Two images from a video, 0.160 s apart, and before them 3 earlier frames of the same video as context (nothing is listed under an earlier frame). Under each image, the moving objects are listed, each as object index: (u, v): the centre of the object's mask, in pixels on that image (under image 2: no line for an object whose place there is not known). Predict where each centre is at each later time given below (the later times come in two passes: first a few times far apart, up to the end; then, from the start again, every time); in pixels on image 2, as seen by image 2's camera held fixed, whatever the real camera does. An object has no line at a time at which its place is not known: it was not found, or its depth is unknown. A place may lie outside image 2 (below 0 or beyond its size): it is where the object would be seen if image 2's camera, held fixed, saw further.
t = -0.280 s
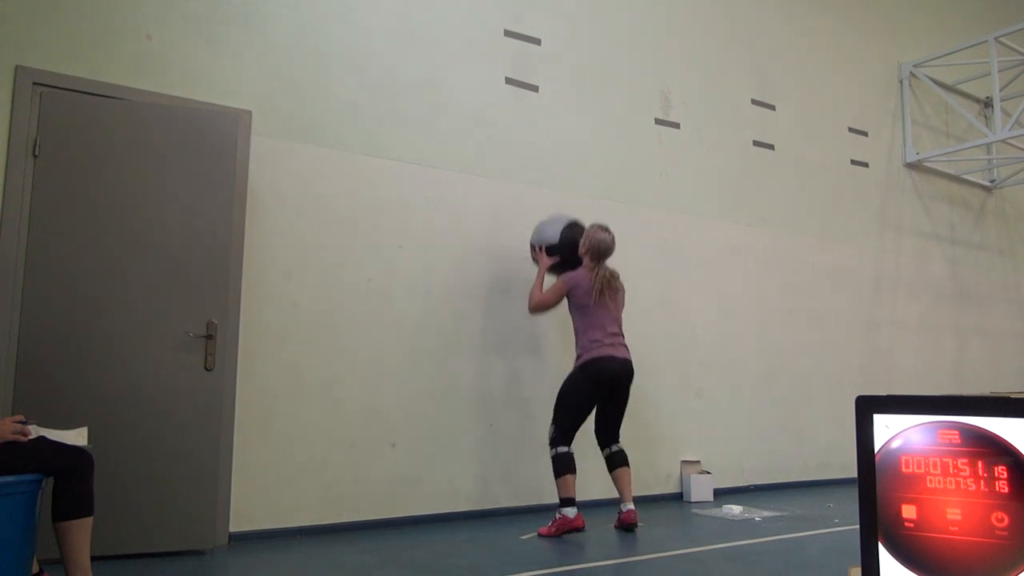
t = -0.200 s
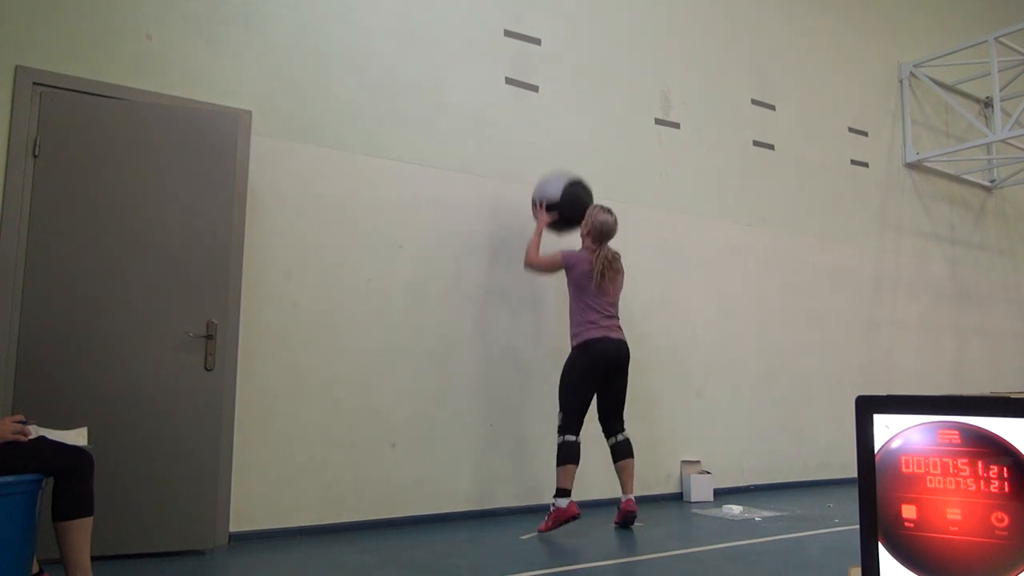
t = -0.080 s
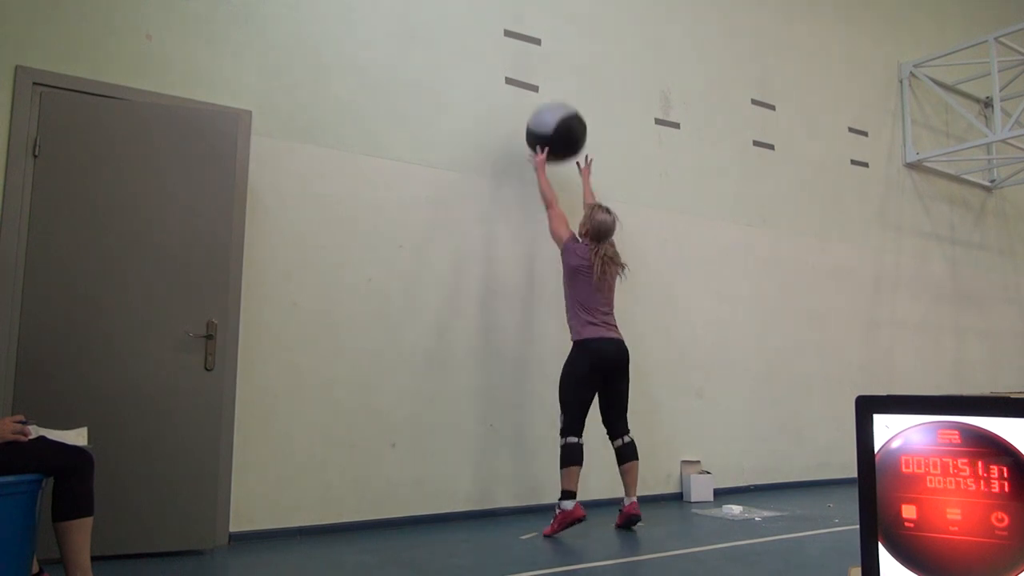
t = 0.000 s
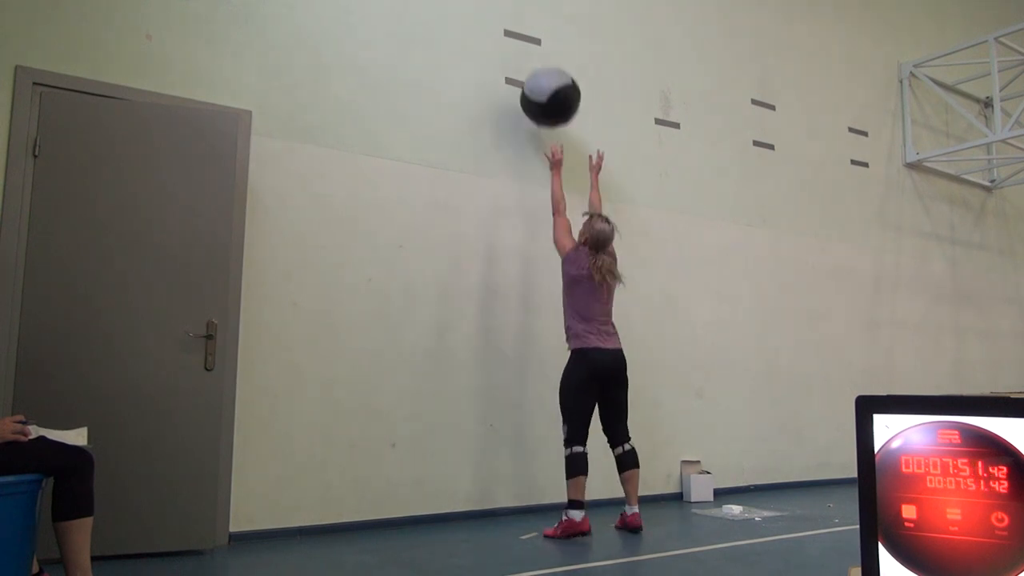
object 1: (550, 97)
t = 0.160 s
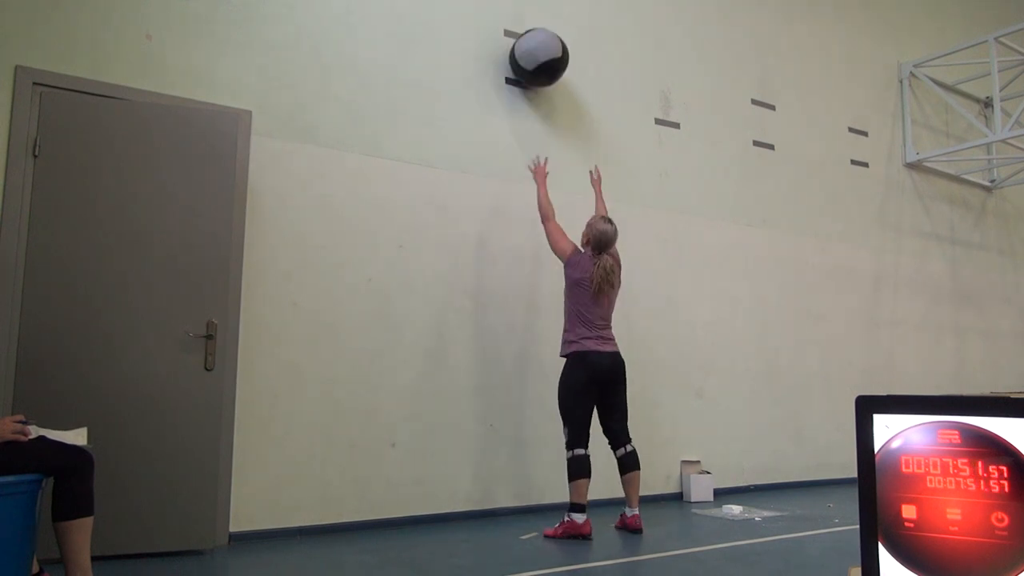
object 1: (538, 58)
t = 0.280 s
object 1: (541, 53)
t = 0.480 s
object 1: (548, 91)
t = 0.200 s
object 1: (538, 55)
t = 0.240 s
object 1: (539, 53)
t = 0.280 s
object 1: (541, 53)
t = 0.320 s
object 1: (542, 56)
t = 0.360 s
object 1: (544, 61)
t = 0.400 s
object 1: (545, 68)
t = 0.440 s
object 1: (547, 78)
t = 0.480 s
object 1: (548, 91)
